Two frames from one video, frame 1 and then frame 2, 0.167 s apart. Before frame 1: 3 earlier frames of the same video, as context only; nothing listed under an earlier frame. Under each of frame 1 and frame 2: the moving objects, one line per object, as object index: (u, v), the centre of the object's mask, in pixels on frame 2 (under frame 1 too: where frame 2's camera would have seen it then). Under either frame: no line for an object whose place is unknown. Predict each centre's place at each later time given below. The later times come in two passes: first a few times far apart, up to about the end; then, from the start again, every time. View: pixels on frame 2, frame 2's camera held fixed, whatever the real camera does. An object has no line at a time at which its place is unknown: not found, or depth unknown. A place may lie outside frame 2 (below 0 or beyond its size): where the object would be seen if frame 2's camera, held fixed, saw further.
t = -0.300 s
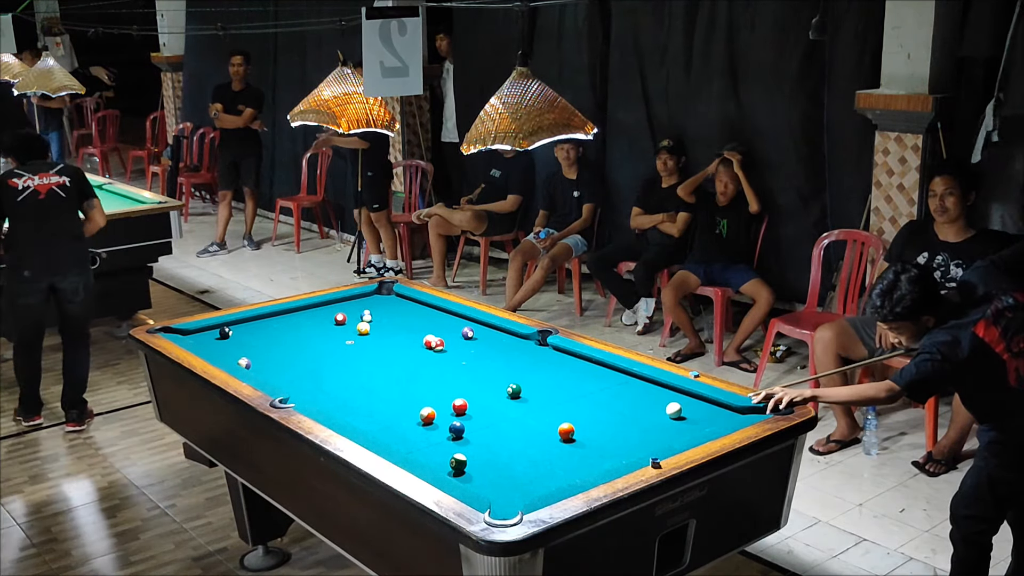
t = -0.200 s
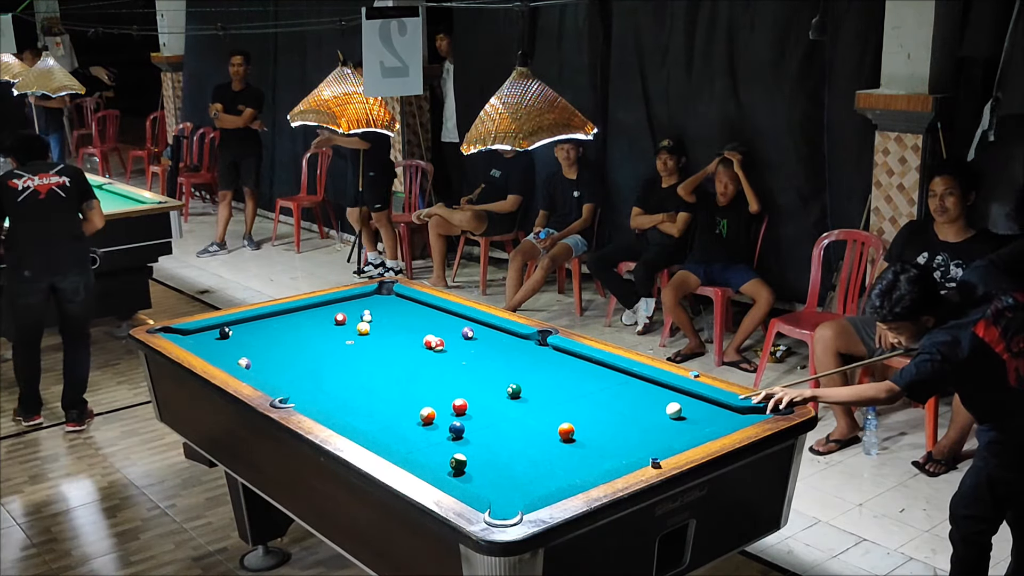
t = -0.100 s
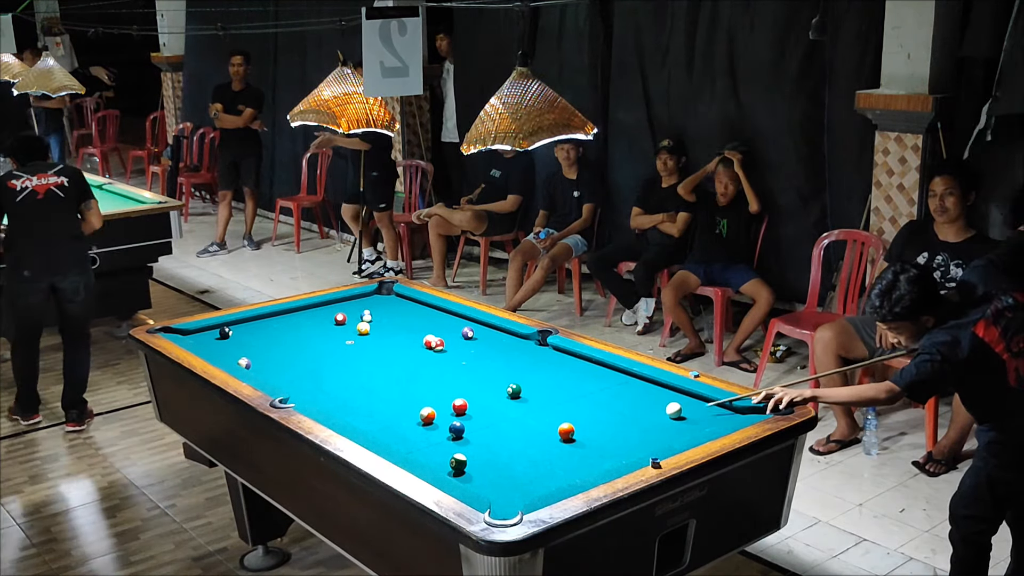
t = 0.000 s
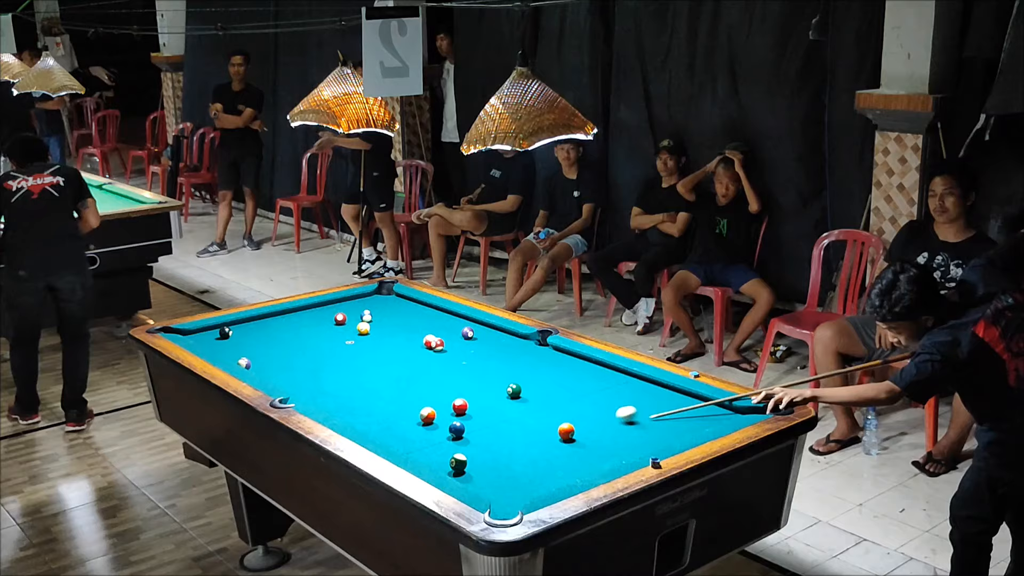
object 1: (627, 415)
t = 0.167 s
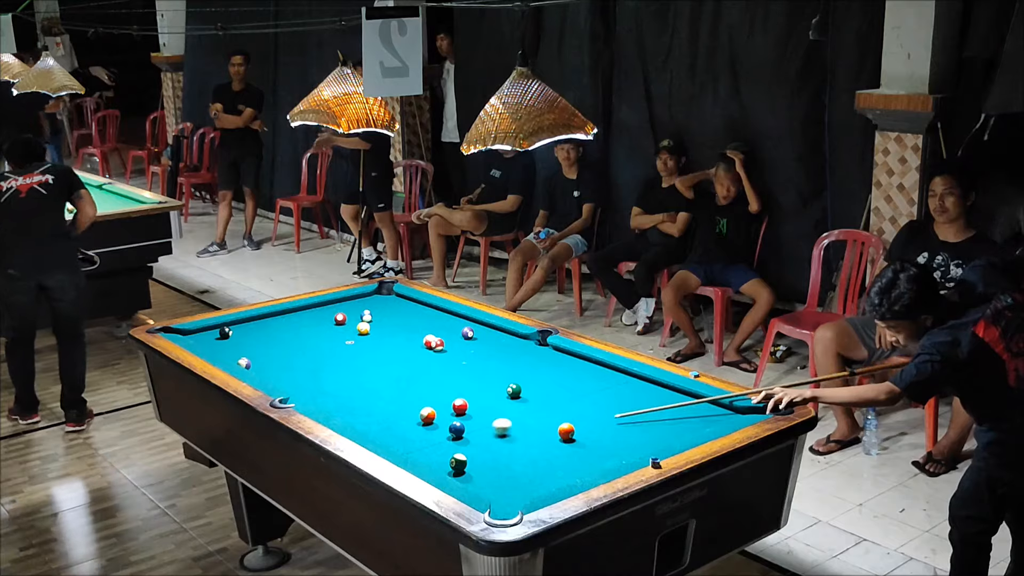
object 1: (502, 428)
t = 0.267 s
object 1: (470, 435)
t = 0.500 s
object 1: (456, 450)
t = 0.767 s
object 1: (435, 461)
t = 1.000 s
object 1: (438, 463)
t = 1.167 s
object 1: (446, 463)
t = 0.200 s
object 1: (479, 430)
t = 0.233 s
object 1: (472, 433)
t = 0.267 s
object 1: (470, 435)
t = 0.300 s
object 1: (468, 439)
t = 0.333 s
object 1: (466, 441)
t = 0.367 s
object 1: (464, 443)
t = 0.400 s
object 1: (463, 445)
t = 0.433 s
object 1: (461, 447)
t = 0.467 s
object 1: (458, 448)
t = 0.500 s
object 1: (456, 450)
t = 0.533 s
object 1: (452, 452)
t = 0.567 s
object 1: (449, 455)
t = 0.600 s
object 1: (448, 458)
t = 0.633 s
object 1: (445, 458)
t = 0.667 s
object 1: (442, 460)
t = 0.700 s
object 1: (440, 461)
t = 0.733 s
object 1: (437, 461)
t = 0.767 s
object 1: (435, 461)
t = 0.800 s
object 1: (432, 461)
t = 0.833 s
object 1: (430, 462)
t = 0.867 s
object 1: (431, 462)
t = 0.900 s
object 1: (433, 462)
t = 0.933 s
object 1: (434, 462)
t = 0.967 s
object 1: (436, 462)
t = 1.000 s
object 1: (438, 463)
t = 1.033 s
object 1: (440, 463)
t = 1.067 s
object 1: (441, 463)
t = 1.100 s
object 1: (443, 463)
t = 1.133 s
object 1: (445, 463)
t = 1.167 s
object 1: (446, 463)
